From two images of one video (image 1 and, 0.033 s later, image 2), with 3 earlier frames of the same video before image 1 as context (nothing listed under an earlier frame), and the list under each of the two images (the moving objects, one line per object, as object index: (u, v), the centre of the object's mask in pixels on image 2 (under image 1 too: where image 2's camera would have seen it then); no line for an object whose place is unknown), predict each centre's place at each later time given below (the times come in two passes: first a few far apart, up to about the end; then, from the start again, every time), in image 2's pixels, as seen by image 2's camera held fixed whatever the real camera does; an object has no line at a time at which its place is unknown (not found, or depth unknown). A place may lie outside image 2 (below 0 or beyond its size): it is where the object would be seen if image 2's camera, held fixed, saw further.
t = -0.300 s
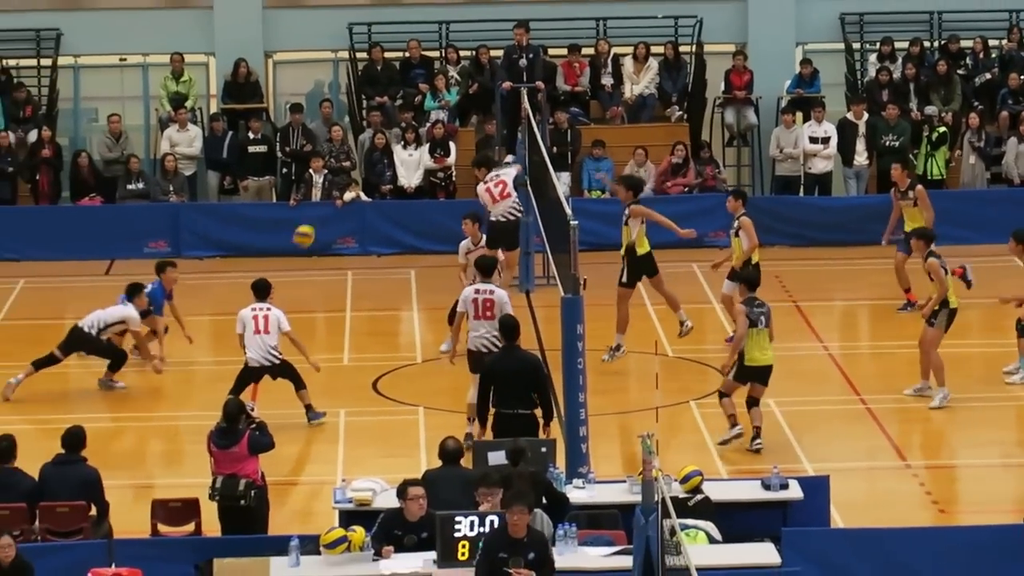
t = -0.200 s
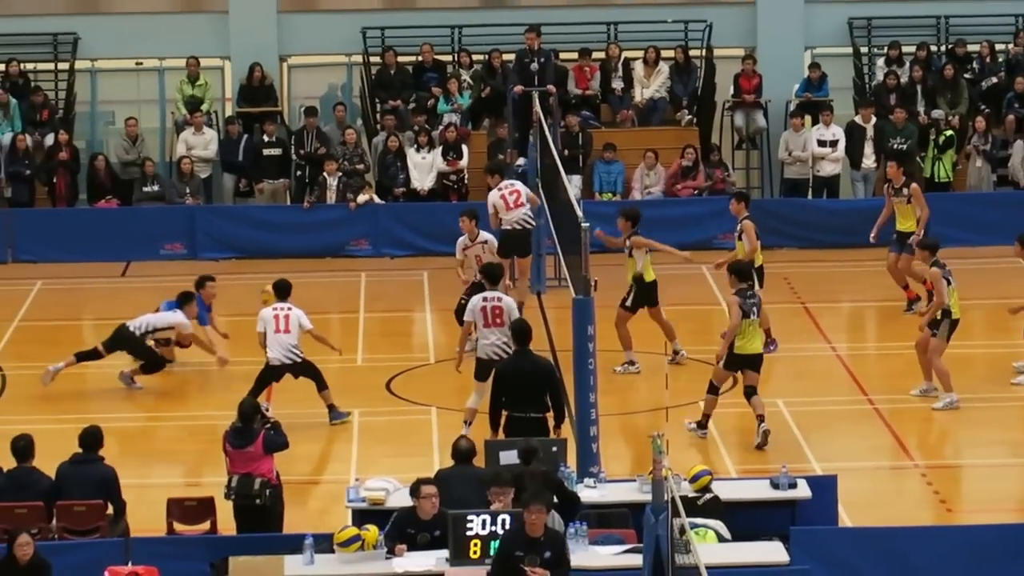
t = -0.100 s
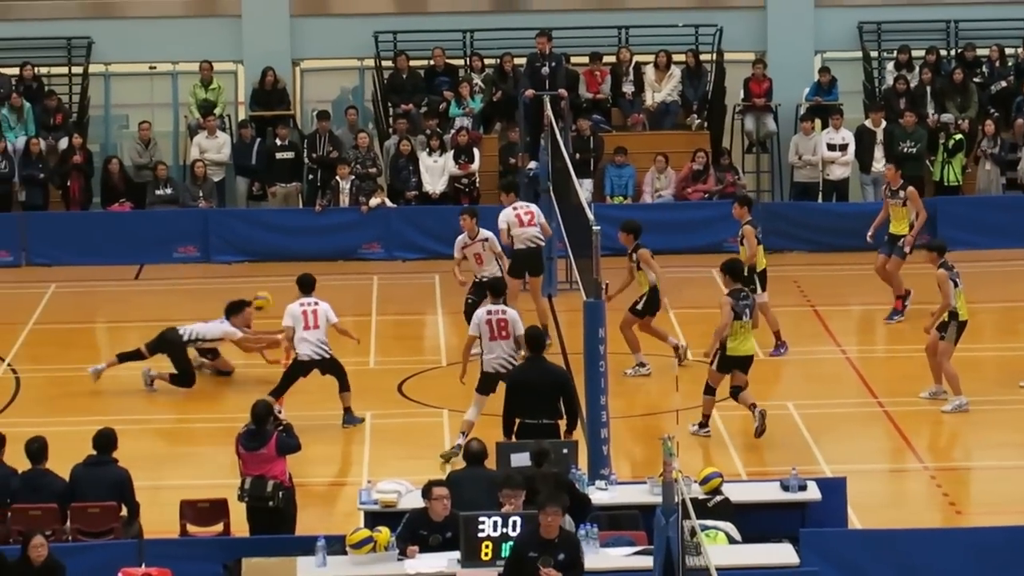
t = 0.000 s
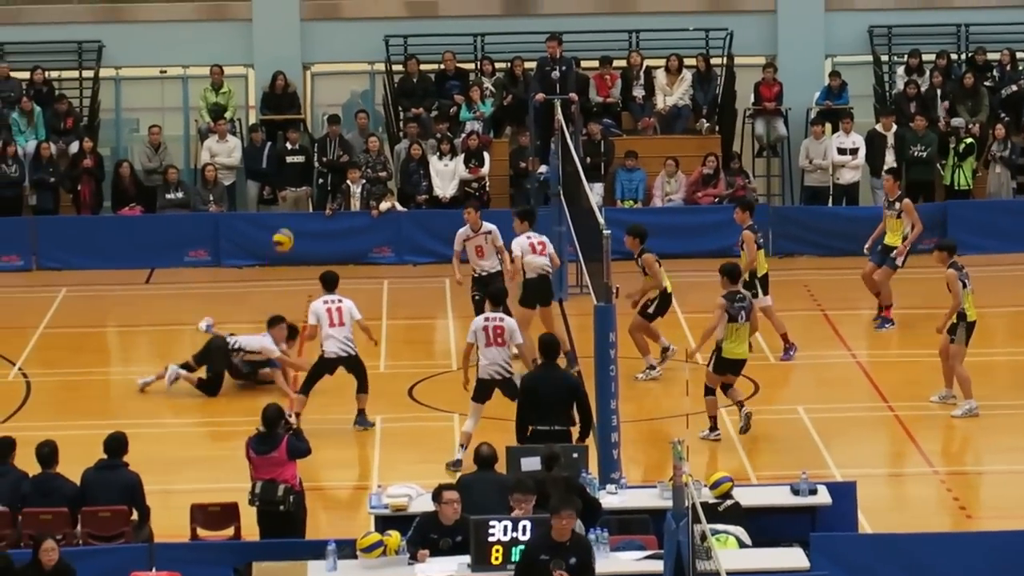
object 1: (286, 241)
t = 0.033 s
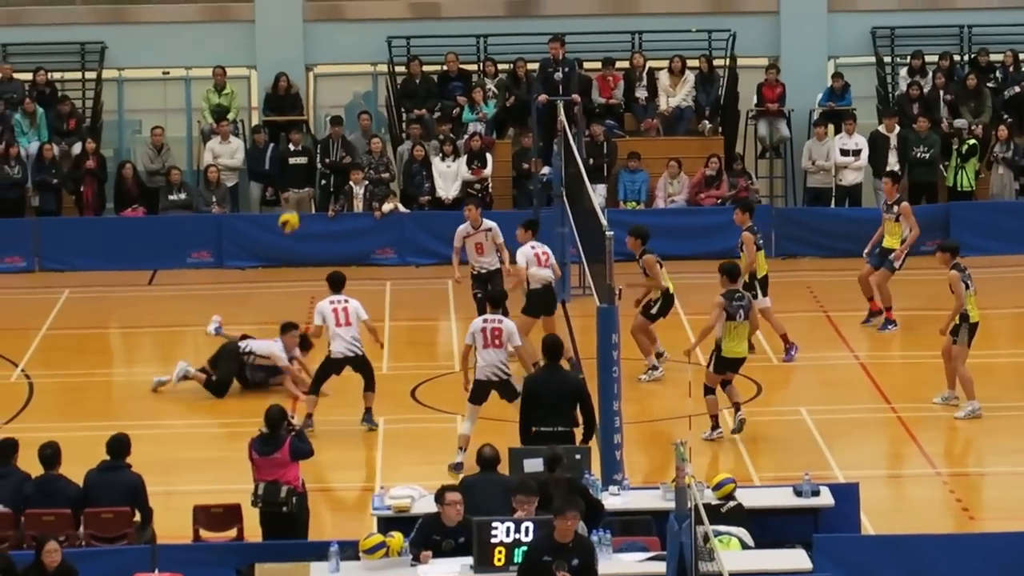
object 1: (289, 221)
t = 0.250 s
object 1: (306, 115)
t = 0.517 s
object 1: (323, 45)
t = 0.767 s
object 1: (340, 43)
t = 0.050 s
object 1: (290, 211)
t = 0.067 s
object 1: (291, 202)
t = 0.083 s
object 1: (292, 192)
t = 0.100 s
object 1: (293, 184)
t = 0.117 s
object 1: (295, 175)
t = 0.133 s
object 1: (297, 167)
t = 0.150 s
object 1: (298, 158)
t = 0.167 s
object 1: (299, 150)
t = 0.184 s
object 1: (300, 142)
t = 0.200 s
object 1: (301, 136)
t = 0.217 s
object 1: (303, 128)
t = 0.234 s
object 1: (304, 121)
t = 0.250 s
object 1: (306, 115)
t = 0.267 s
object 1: (306, 108)
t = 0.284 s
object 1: (307, 102)
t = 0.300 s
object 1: (308, 96)
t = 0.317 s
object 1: (309, 91)
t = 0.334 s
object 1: (311, 85)
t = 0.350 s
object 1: (313, 81)
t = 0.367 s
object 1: (314, 75)
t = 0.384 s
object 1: (315, 71)
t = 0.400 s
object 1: (316, 67)
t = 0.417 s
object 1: (316, 63)
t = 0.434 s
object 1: (318, 59)
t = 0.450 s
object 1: (319, 56)
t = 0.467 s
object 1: (321, 53)
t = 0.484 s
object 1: (321, 50)
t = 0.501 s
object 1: (322, 47)
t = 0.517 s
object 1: (323, 45)
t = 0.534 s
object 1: (324, 43)
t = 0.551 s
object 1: (325, 41)
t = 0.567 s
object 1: (327, 40)
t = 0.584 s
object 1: (328, 38)
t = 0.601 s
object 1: (329, 37)
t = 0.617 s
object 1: (330, 36)
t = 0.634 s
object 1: (331, 36)
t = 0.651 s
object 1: (332, 36)
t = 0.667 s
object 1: (333, 36)
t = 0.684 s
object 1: (335, 37)
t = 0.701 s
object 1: (336, 37)
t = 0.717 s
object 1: (338, 38)
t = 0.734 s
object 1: (338, 39)
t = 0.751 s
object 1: (339, 40)
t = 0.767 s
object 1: (340, 43)
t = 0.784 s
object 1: (343, 45)
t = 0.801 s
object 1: (343, 47)
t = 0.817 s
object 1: (344, 50)
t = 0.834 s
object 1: (345, 53)
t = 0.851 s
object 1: (347, 56)
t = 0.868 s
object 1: (347, 60)
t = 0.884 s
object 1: (350, 63)
